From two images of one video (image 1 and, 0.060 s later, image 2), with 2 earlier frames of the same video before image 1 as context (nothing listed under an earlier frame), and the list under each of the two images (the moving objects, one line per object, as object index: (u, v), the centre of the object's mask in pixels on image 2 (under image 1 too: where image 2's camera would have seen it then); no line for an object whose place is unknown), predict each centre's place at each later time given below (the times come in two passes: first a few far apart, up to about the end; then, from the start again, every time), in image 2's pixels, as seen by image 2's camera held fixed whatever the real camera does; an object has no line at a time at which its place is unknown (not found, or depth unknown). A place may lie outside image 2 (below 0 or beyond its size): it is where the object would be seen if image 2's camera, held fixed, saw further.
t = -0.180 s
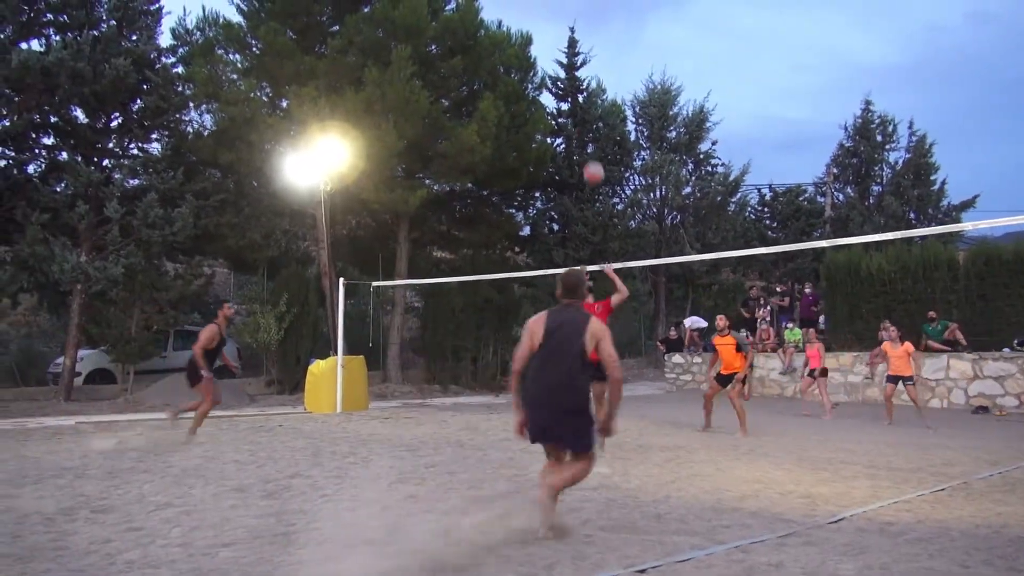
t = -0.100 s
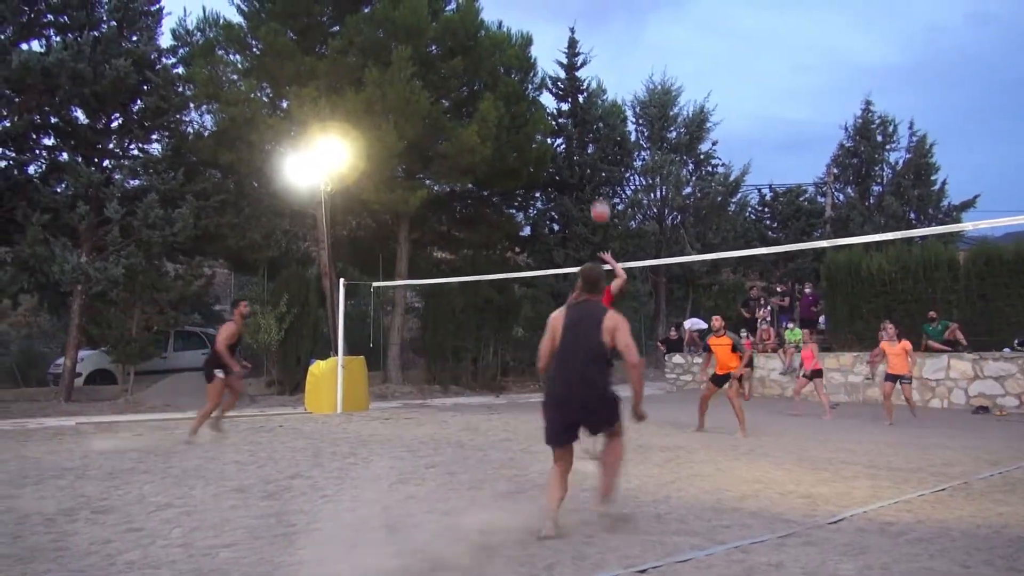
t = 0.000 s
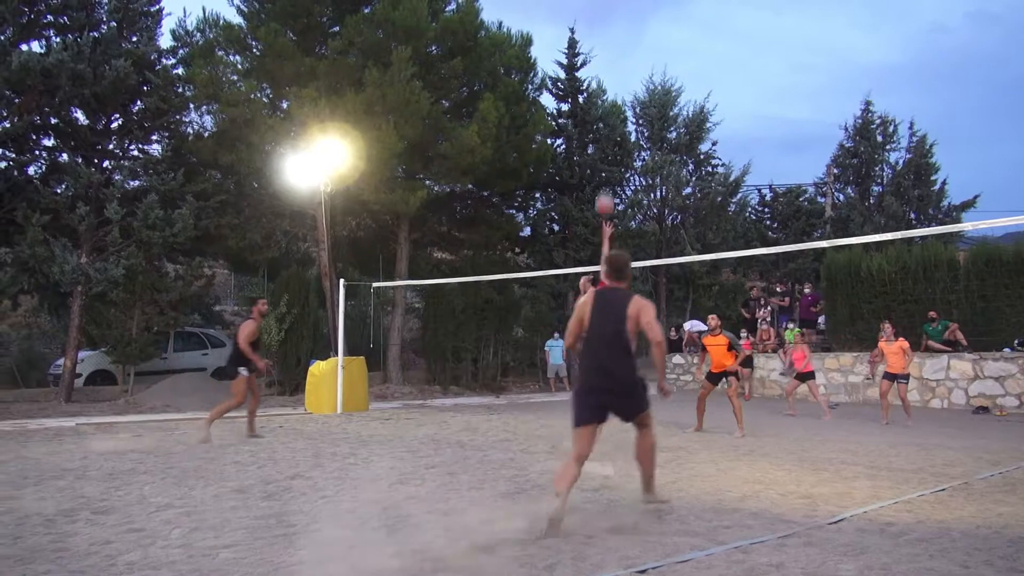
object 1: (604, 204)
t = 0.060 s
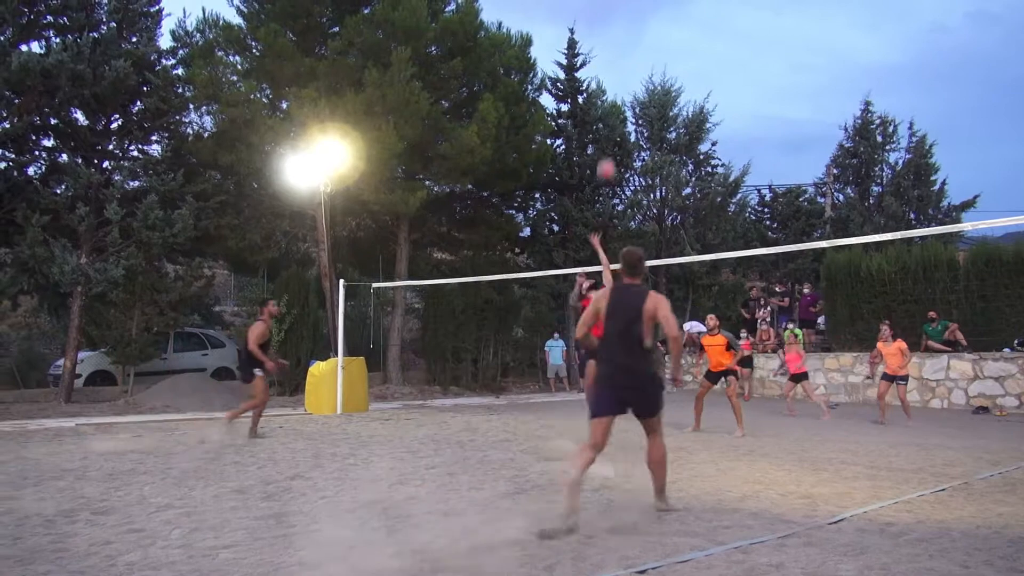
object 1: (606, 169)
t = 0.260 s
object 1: (614, 81)
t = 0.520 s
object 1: (622, 20)
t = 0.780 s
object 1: (631, 16)
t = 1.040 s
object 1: (639, 67)
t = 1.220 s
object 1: (646, 133)
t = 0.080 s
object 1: (607, 158)
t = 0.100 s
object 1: (608, 148)
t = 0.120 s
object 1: (608, 138)
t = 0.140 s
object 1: (609, 129)
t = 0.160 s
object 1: (609, 120)
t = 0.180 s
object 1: (610, 112)
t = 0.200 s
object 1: (611, 104)
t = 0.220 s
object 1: (612, 96)
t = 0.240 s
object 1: (613, 88)
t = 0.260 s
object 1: (614, 81)
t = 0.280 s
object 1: (614, 74)
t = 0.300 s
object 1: (615, 68)
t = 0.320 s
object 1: (616, 62)
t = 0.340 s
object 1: (617, 56)
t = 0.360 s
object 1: (617, 51)
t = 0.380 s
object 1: (618, 45)
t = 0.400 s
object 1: (618, 41)
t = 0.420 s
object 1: (619, 37)
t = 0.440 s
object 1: (620, 33)
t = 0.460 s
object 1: (620, 29)
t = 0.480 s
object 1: (621, 26)
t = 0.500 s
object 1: (622, 23)
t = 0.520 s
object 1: (622, 20)
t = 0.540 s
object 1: (623, 18)
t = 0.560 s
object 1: (624, 16)
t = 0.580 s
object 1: (624, 14)
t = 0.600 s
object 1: (625, 13)
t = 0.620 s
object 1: (626, 12)
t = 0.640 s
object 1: (626, 11)
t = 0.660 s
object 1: (627, 11)
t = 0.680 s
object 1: (627, 11)
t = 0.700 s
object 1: (628, 11)
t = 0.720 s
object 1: (629, 12)
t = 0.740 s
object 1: (630, 13)
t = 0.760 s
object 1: (630, 14)
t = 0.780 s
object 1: (631, 16)
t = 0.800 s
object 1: (631, 17)
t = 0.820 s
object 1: (632, 20)
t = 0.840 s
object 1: (632, 22)
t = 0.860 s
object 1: (633, 25)
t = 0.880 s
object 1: (634, 29)
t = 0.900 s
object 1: (635, 33)
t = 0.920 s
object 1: (635, 37)
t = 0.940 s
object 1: (636, 41)
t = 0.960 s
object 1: (637, 45)
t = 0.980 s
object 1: (637, 50)
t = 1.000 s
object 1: (638, 55)
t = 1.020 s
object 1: (639, 61)
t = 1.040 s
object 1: (639, 67)
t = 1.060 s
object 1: (640, 73)
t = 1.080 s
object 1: (640, 80)
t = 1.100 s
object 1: (641, 87)
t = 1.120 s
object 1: (642, 94)
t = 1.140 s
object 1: (644, 101)
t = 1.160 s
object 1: (644, 109)
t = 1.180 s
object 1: (645, 117)
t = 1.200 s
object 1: (645, 124)
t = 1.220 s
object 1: (646, 133)
